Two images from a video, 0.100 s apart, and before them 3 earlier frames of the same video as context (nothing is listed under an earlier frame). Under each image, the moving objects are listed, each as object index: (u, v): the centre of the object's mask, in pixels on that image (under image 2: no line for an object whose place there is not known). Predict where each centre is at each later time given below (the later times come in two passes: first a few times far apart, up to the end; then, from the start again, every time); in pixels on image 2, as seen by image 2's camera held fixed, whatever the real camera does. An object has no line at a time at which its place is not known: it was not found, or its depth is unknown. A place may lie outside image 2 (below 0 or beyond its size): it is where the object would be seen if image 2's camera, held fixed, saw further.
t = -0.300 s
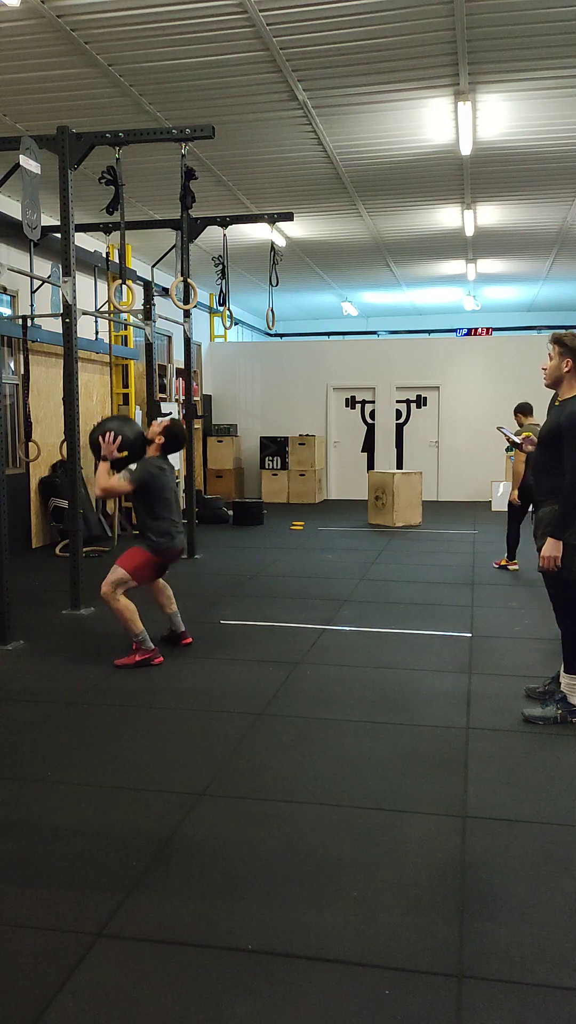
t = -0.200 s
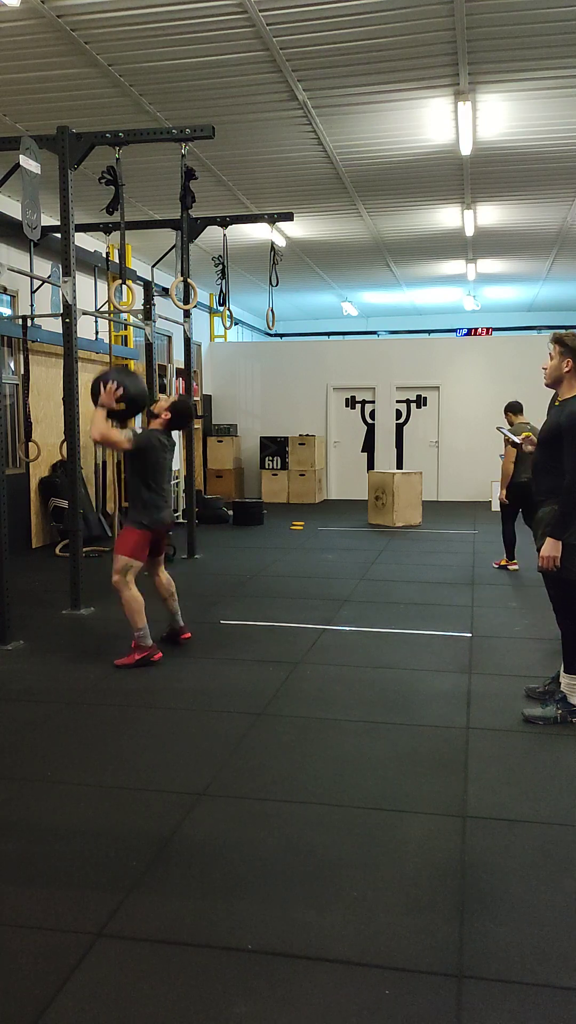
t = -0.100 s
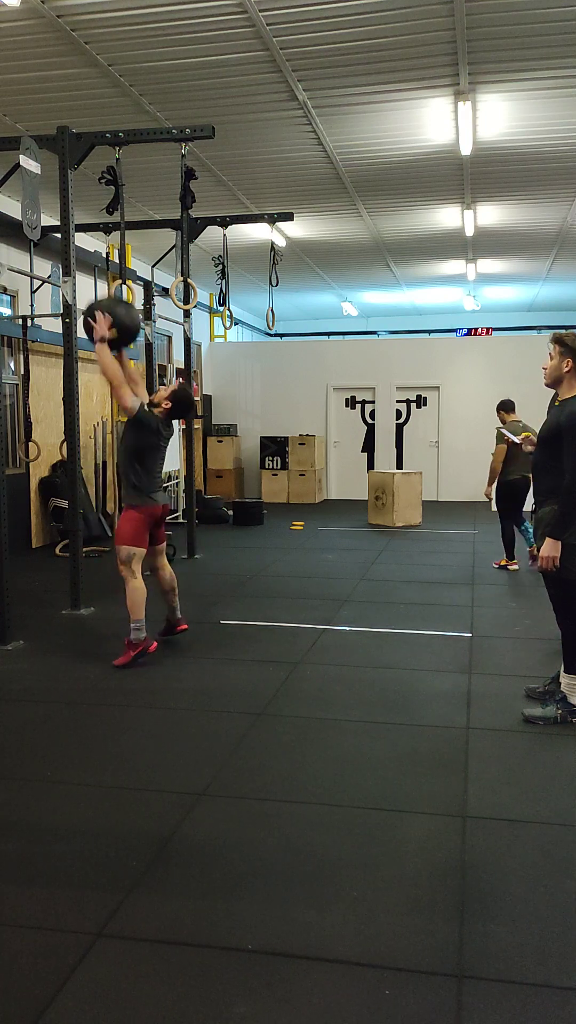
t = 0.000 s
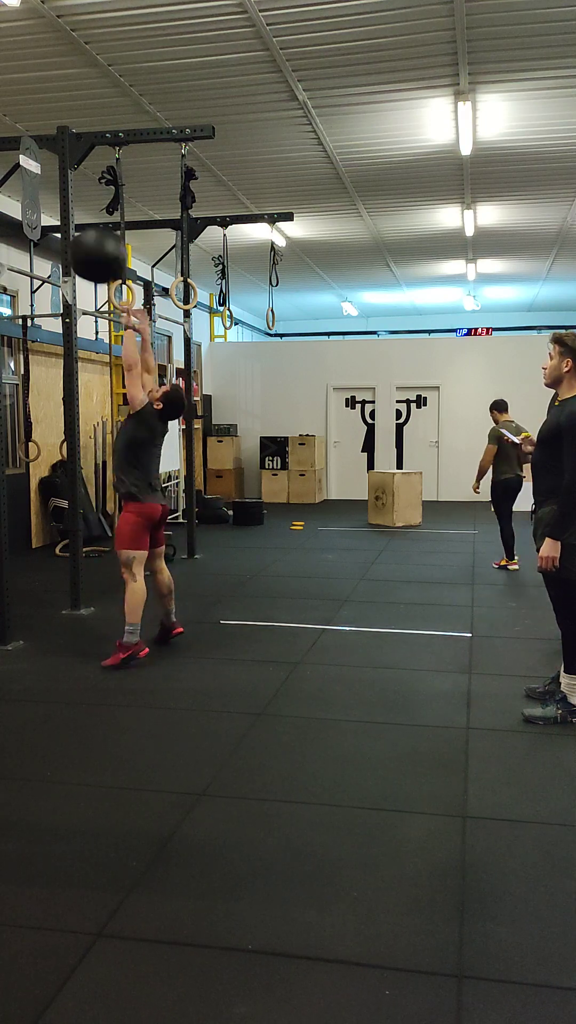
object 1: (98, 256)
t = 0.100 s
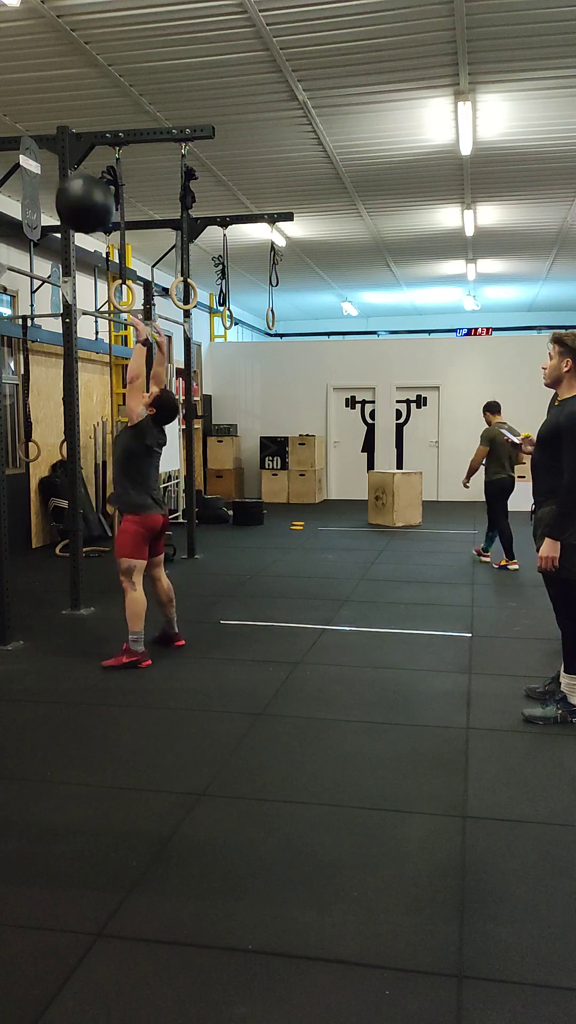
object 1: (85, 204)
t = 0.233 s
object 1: (68, 162)
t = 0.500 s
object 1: (63, 161)
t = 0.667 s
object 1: (78, 217)
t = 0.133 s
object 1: (81, 191)
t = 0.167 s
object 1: (76, 179)
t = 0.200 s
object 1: (72, 169)
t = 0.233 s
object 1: (68, 162)
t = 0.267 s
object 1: (64, 155)
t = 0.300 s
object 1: (59, 151)
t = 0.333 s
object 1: (55, 149)
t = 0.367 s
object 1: (53, 148)
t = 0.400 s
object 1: (54, 149)
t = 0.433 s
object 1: (56, 151)
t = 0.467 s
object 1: (59, 155)
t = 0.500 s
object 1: (63, 161)
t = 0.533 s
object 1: (66, 168)
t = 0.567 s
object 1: (68, 179)
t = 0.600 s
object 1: (72, 190)
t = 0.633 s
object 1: (74, 202)
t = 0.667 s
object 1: (78, 217)
